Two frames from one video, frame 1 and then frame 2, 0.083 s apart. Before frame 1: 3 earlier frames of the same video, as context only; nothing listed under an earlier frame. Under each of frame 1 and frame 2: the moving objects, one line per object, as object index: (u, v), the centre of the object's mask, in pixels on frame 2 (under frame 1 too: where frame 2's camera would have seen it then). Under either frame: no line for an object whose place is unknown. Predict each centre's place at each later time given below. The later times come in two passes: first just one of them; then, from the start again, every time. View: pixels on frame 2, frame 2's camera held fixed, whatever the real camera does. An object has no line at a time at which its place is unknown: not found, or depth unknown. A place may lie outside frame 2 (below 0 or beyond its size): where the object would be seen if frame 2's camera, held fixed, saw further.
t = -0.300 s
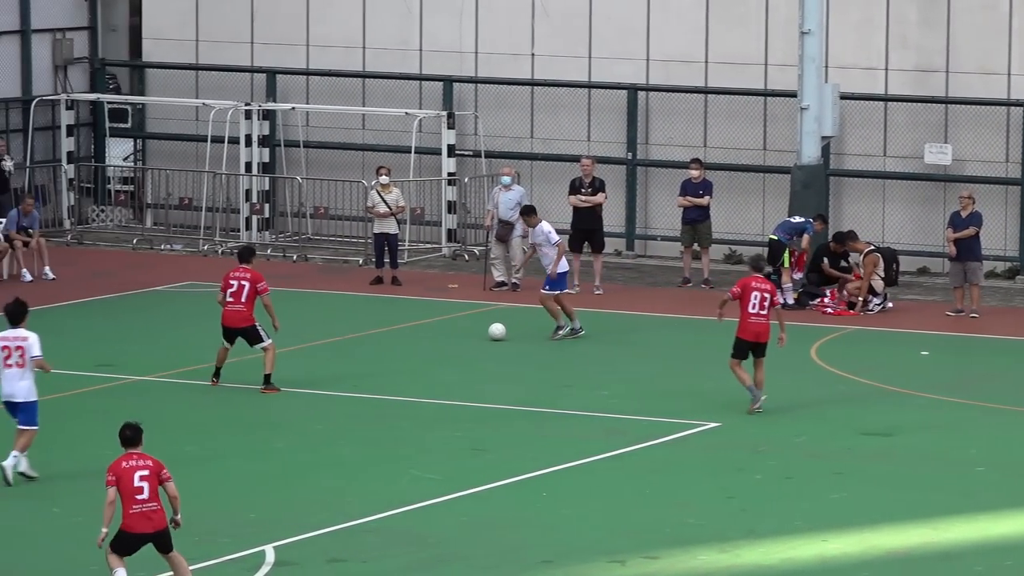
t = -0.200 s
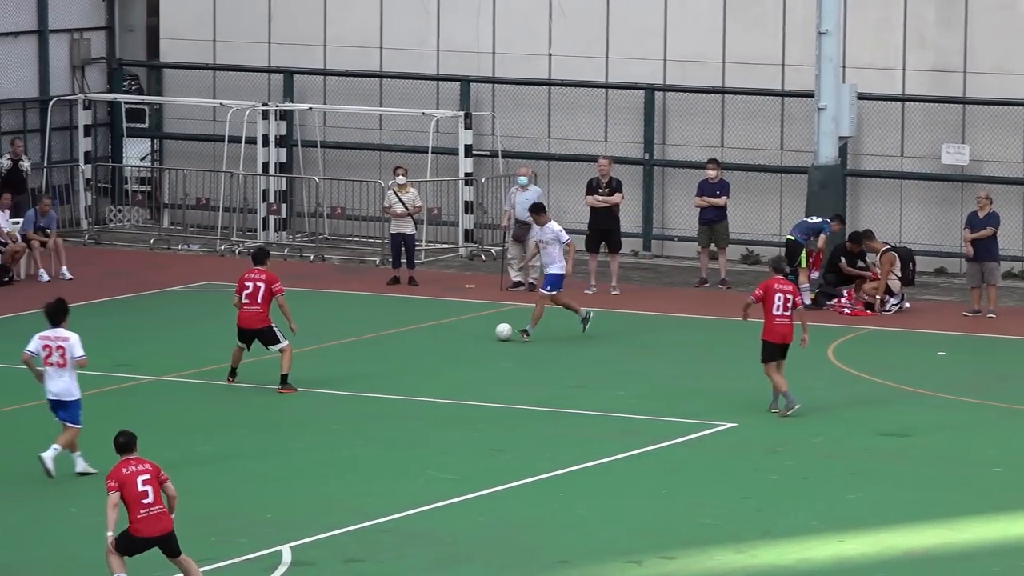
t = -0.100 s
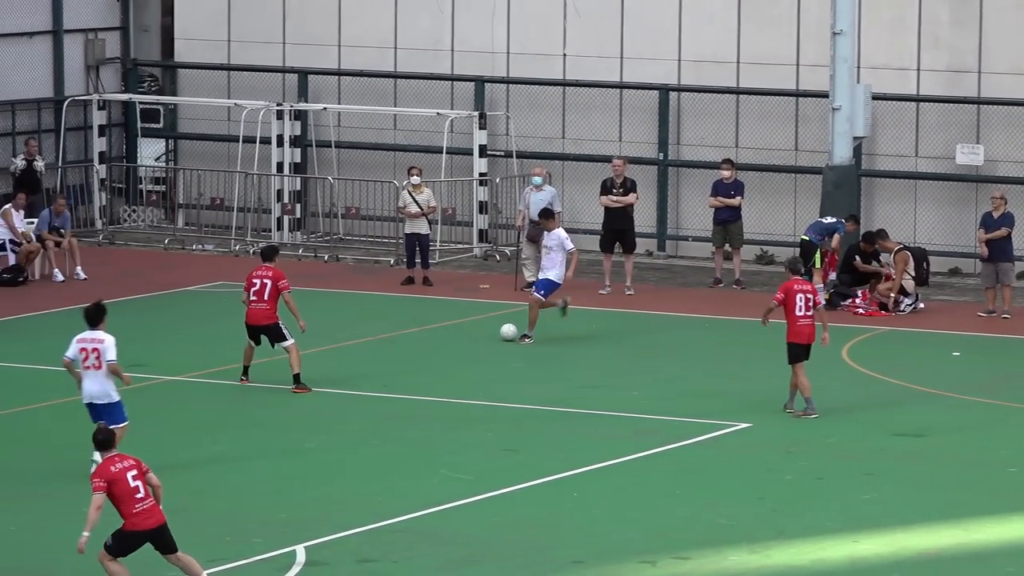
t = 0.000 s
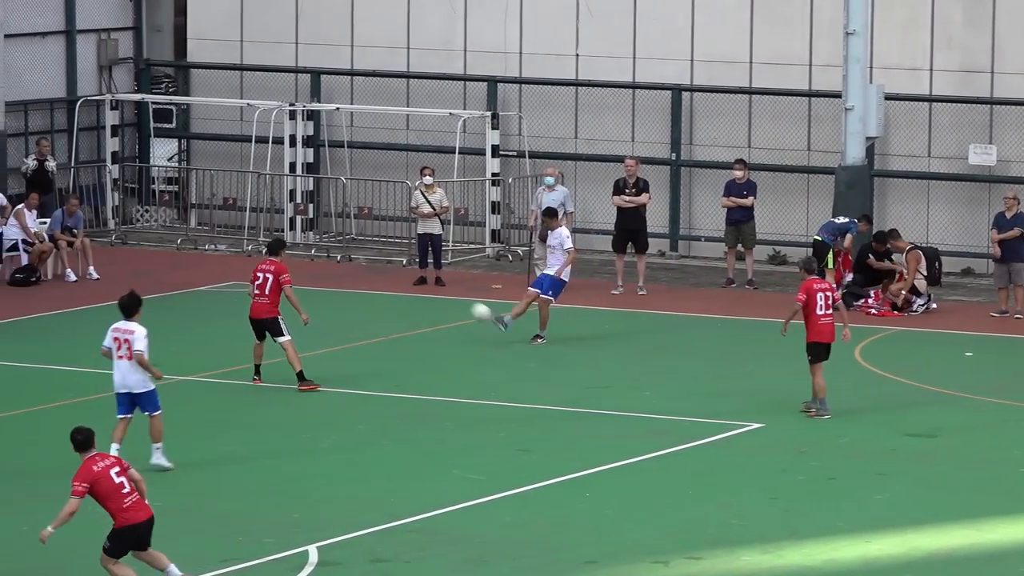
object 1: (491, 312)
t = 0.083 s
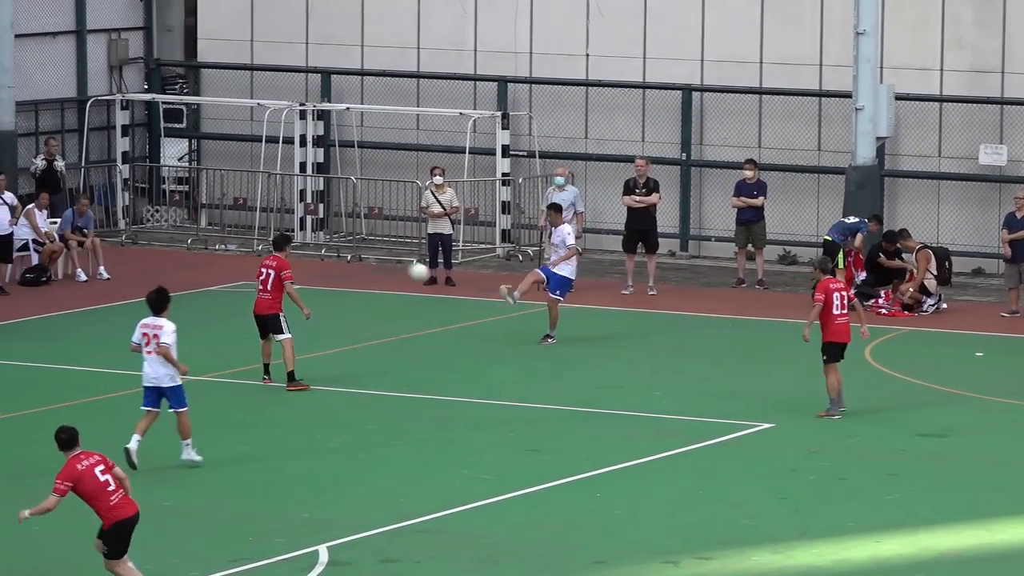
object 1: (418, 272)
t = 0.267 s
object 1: (262, 197)
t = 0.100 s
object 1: (404, 264)
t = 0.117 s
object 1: (389, 256)
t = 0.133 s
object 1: (375, 249)
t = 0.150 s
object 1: (361, 242)
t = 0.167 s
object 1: (347, 235)
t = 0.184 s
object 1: (333, 228)
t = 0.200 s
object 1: (320, 222)
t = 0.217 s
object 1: (305, 215)
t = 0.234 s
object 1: (290, 209)
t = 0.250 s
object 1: (276, 203)
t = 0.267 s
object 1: (262, 197)
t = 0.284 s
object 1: (248, 191)
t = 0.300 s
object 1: (235, 185)
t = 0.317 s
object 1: (221, 180)
